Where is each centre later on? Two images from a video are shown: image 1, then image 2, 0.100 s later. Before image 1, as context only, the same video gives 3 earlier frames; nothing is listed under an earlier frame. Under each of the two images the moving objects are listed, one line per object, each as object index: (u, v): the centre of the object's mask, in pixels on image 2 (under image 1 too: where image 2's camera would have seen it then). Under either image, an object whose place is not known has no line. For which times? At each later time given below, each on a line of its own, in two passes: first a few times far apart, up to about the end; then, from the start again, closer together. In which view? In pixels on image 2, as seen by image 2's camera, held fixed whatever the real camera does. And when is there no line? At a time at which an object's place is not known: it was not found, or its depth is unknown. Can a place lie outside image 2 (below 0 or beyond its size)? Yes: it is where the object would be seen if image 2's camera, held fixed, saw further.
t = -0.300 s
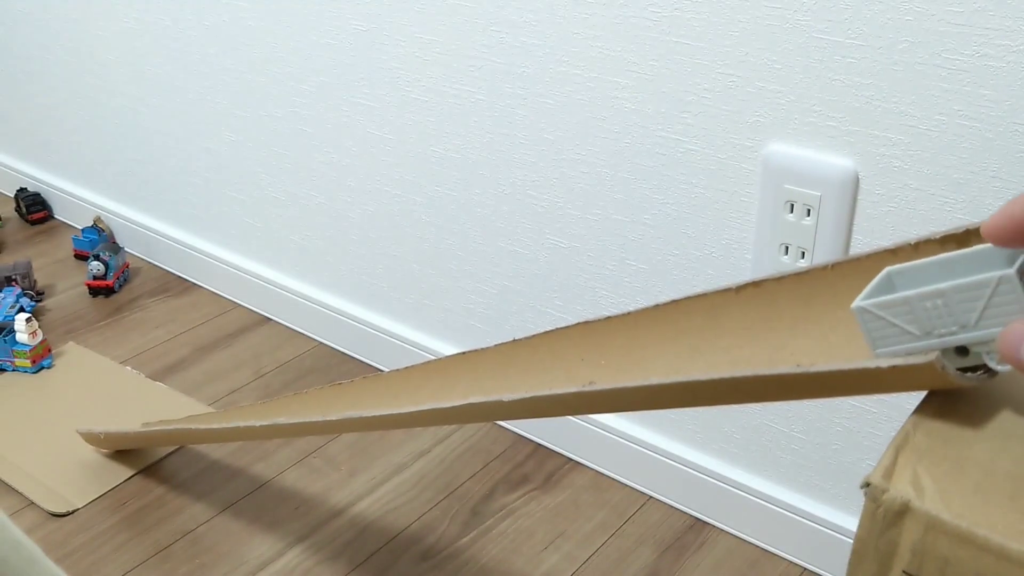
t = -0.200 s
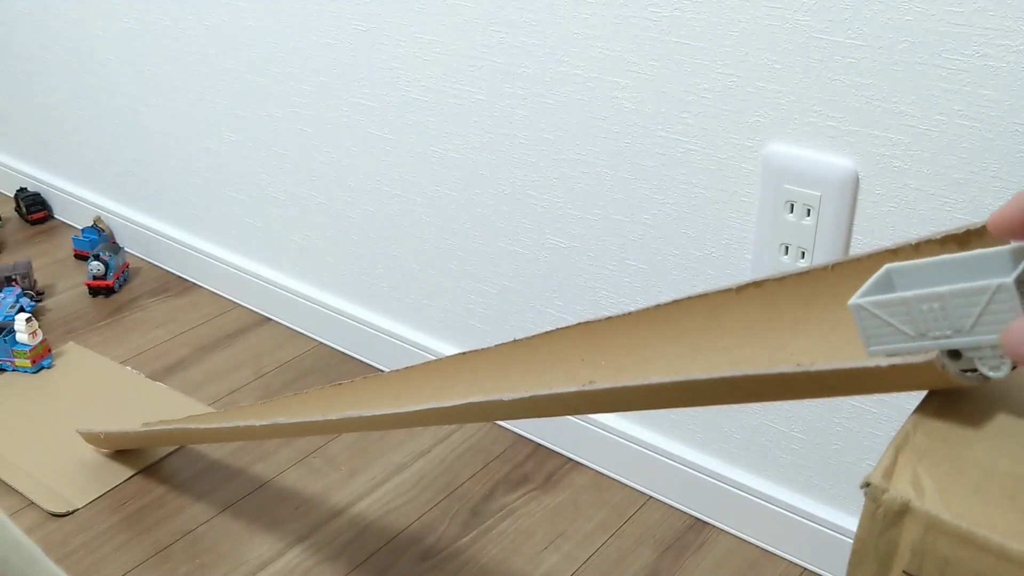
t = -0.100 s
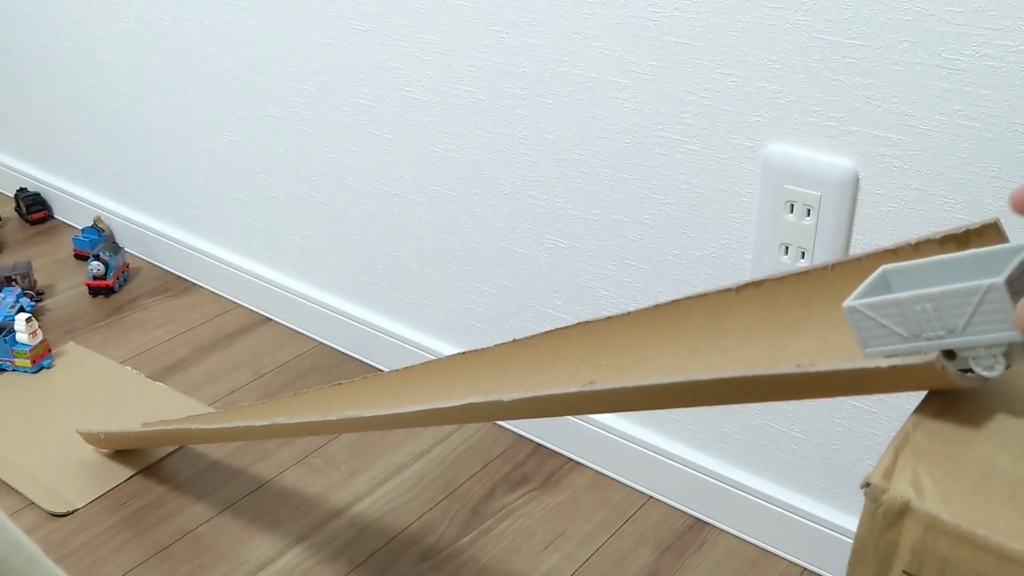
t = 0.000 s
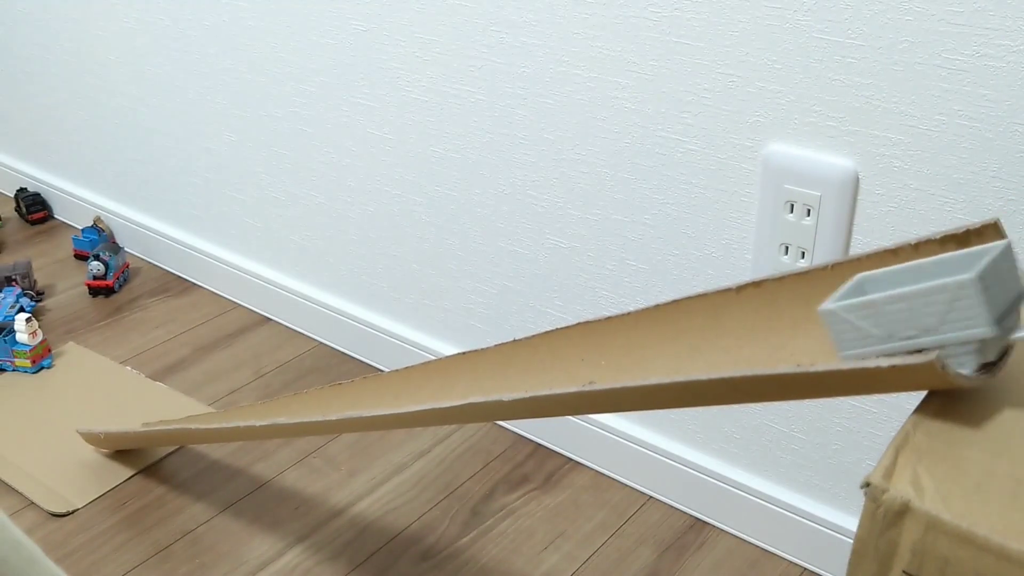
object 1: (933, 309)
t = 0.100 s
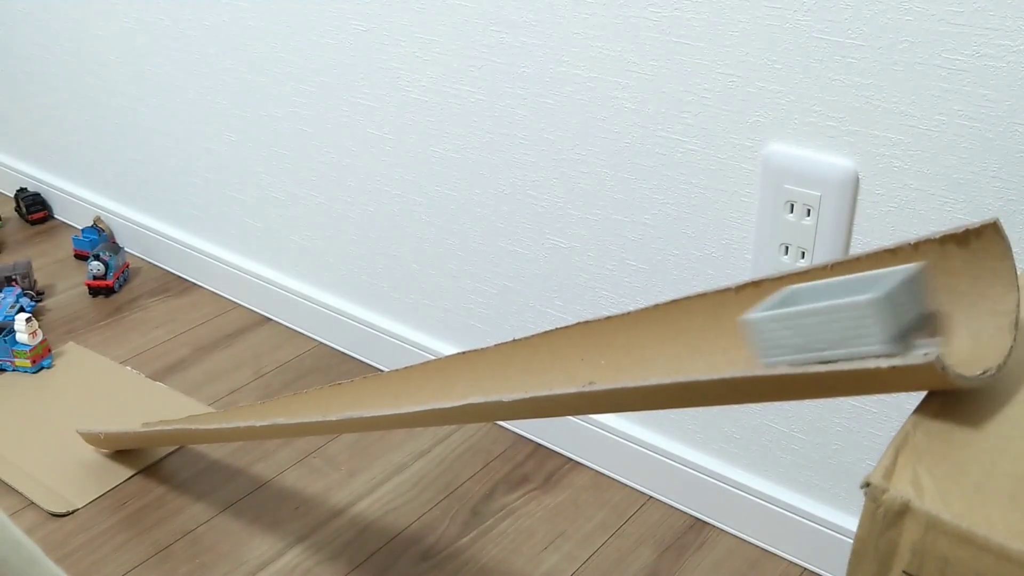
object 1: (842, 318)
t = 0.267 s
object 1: (628, 349)
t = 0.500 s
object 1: (345, 391)
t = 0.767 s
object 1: (133, 418)
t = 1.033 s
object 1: (31, 365)
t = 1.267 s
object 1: (30, 364)
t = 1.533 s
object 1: (30, 364)
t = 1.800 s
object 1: (29, 364)
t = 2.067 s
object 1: (30, 364)
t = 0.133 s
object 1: (803, 324)
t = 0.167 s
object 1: (761, 329)
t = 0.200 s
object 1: (718, 336)
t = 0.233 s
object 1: (672, 343)
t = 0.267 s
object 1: (628, 349)
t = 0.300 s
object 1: (582, 356)
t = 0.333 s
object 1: (537, 363)
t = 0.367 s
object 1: (495, 369)
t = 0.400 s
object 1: (455, 375)
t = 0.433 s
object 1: (416, 381)
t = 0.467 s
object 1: (380, 386)
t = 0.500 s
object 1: (345, 391)
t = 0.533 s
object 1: (314, 395)
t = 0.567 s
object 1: (284, 399)
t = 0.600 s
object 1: (255, 403)
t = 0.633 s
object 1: (227, 406)
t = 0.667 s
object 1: (203, 410)
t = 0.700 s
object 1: (177, 413)
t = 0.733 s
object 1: (153, 415)
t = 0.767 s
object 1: (133, 418)
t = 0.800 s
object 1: (114, 415)
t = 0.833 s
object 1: (96, 406)
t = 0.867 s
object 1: (78, 392)
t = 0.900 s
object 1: (60, 381)
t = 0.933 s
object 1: (46, 370)
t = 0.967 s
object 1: (39, 366)
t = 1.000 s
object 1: (34, 366)
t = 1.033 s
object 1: (31, 365)
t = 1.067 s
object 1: (31, 365)
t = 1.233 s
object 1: (30, 364)
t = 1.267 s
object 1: (30, 364)
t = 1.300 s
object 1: (30, 364)
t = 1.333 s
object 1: (30, 364)
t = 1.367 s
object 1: (30, 364)
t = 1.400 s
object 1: (30, 364)
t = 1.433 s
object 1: (30, 364)
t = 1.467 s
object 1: (30, 364)
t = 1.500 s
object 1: (30, 364)
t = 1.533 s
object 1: (30, 364)
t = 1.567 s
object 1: (30, 364)
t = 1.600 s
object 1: (30, 364)
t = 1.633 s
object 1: (30, 364)
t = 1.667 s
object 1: (30, 364)
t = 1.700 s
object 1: (30, 364)
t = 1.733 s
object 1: (30, 364)
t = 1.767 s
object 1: (30, 364)
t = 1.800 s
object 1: (29, 364)
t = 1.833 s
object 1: (30, 364)
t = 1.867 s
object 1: (29, 364)
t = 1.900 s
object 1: (30, 364)
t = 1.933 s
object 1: (30, 364)
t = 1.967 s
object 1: (30, 364)
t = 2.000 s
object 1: (30, 364)
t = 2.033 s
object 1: (29, 364)
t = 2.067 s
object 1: (30, 364)
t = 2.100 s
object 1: (30, 364)
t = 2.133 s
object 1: (30, 364)
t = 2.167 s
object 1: (30, 363)
